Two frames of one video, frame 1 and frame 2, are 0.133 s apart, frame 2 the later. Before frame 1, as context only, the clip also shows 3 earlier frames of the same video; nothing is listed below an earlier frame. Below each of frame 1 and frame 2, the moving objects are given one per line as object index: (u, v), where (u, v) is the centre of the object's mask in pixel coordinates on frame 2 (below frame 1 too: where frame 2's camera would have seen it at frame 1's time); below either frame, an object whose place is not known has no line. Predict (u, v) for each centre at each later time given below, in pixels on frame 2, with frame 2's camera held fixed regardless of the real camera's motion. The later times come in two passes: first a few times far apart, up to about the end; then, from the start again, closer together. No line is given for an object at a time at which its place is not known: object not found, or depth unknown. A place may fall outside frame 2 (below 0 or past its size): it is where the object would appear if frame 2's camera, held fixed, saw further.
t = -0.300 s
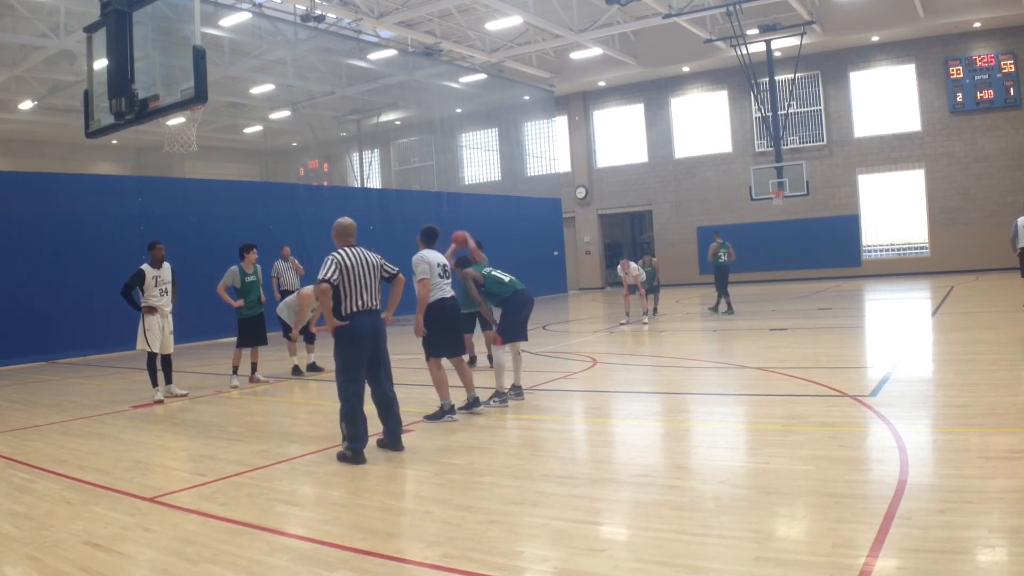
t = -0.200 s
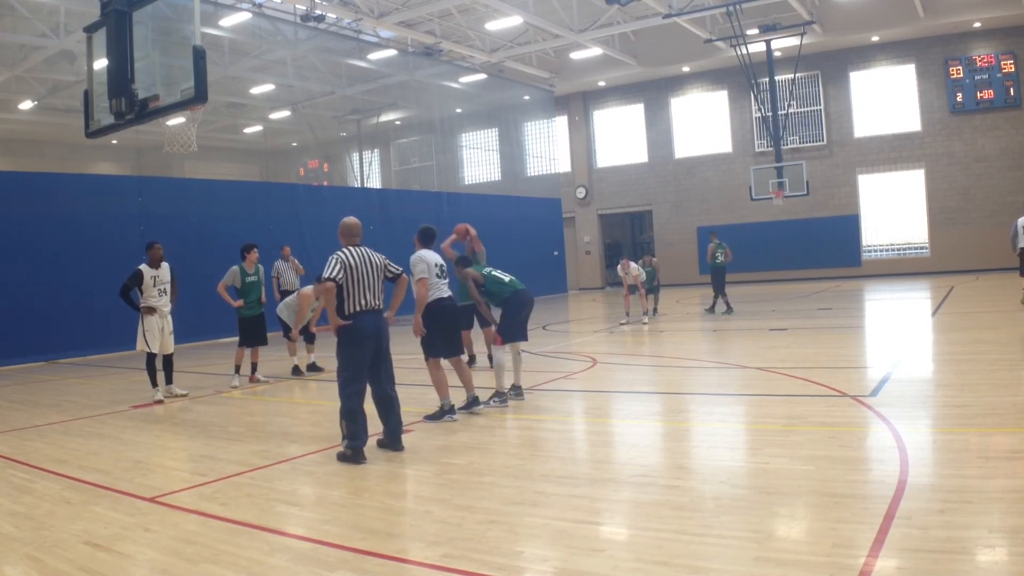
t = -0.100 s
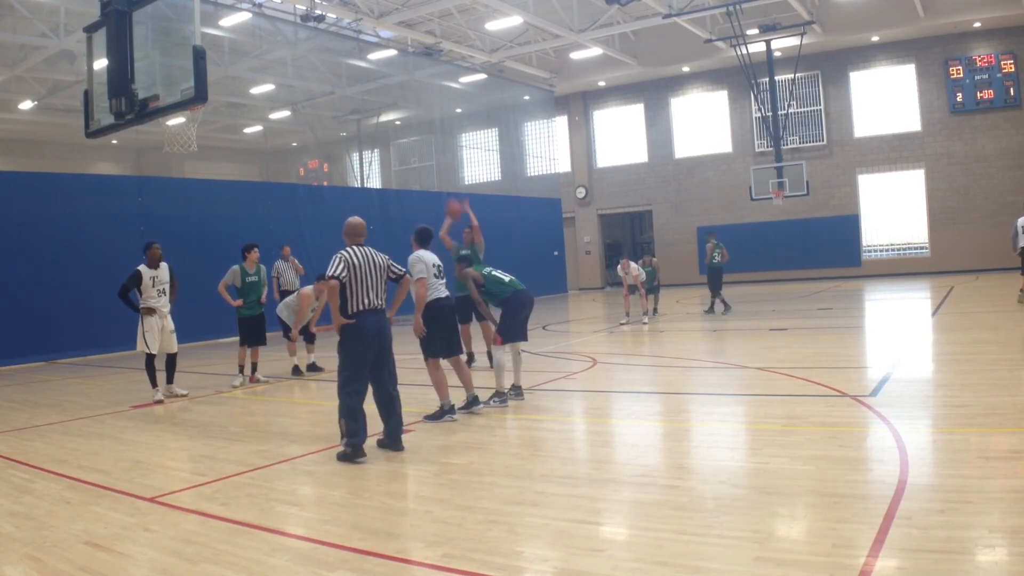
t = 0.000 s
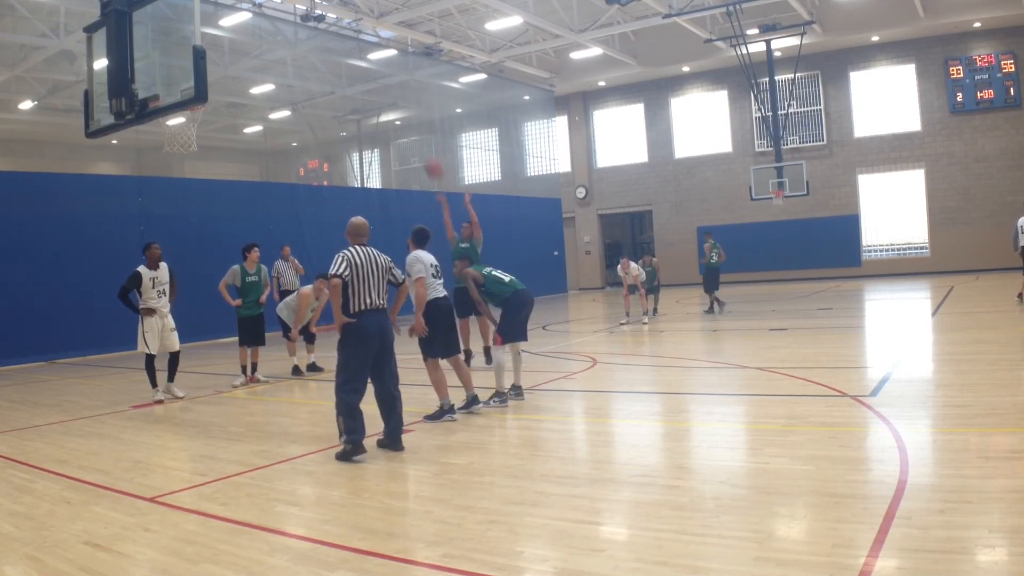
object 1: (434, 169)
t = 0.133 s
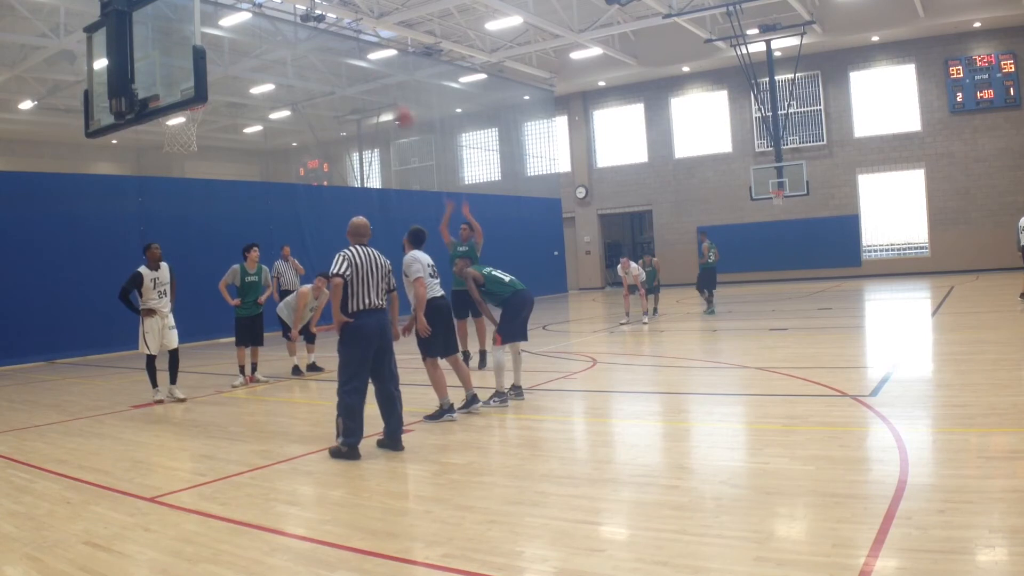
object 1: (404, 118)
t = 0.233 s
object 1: (379, 85)
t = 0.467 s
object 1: (320, 33)
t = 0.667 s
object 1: (266, 21)
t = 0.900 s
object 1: (186, 55)
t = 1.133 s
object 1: (147, 53)
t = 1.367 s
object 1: (161, 25)
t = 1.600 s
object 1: (175, 49)
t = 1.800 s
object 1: (176, 91)
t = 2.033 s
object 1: (176, 77)
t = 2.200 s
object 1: (170, 92)
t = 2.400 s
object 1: (165, 161)
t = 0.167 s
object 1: (394, 105)
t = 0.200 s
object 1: (386, 95)
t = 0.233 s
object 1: (379, 85)
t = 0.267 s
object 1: (369, 76)
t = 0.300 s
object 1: (363, 67)
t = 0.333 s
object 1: (355, 58)
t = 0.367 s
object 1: (346, 51)
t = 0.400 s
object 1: (337, 44)
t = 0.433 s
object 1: (329, 39)
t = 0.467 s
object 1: (320, 33)
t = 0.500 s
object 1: (312, 29)
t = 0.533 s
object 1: (302, 26)
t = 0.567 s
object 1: (294, 23)
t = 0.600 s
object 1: (284, 22)
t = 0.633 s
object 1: (275, 21)
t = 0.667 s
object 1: (266, 21)
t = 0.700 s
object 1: (256, 23)
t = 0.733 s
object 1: (246, 27)
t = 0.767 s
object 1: (236, 30)
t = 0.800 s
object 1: (225, 34)
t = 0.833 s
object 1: (214, 39)
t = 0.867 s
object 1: (209, 44)
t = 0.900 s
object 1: (186, 55)
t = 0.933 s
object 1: (180, 65)
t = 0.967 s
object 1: (172, 75)
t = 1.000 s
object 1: (161, 87)
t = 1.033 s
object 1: (148, 87)
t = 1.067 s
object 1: (146, 75)
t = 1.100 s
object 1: (146, 62)
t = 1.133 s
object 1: (147, 53)
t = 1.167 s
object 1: (149, 44)
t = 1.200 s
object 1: (151, 39)
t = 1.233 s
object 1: (154, 34)
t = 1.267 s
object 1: (156, 30)
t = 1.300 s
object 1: (157, 28)
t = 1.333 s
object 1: (159, 26)
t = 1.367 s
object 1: (161, 25)
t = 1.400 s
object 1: (163, 25)
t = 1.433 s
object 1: (165, 26)
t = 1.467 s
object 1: (167, 29)
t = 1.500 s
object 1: (169, 32)
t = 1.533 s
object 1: (171, 37)
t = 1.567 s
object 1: (173, 43)
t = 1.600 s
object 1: (175, 49)
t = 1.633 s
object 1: (177, 57)
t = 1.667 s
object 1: (180, 67)
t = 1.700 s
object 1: (181, 76)
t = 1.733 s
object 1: (181, 85)
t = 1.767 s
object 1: (177, 94)
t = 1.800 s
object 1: (176, 91)
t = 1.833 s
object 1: (179, 86)
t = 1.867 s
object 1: (180, 83)
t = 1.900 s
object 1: (179, 80)
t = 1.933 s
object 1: (179, 78)
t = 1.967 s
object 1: (178, 77)
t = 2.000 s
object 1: (176, 77)
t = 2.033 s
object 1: (176, 77)
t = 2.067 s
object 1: (174, 79)
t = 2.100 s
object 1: (173, 81)
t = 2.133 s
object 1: (171, 86)
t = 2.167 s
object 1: (170, 89)
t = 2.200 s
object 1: (170, 92)
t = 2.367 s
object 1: (162, 149)
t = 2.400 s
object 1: (165, 161)
